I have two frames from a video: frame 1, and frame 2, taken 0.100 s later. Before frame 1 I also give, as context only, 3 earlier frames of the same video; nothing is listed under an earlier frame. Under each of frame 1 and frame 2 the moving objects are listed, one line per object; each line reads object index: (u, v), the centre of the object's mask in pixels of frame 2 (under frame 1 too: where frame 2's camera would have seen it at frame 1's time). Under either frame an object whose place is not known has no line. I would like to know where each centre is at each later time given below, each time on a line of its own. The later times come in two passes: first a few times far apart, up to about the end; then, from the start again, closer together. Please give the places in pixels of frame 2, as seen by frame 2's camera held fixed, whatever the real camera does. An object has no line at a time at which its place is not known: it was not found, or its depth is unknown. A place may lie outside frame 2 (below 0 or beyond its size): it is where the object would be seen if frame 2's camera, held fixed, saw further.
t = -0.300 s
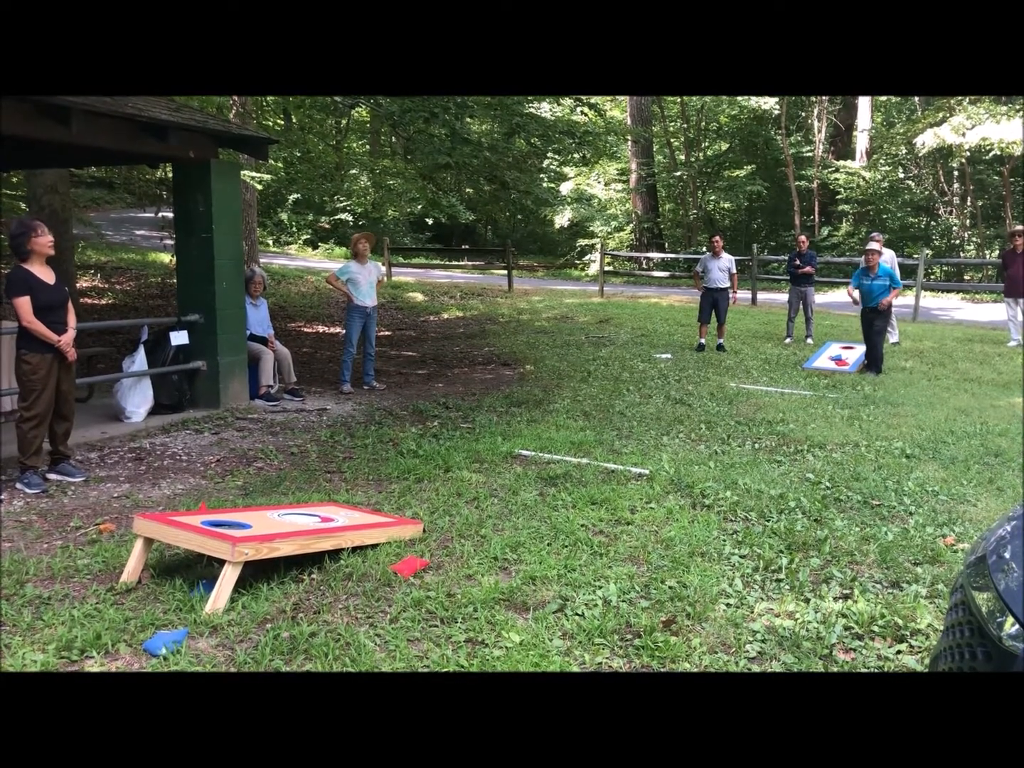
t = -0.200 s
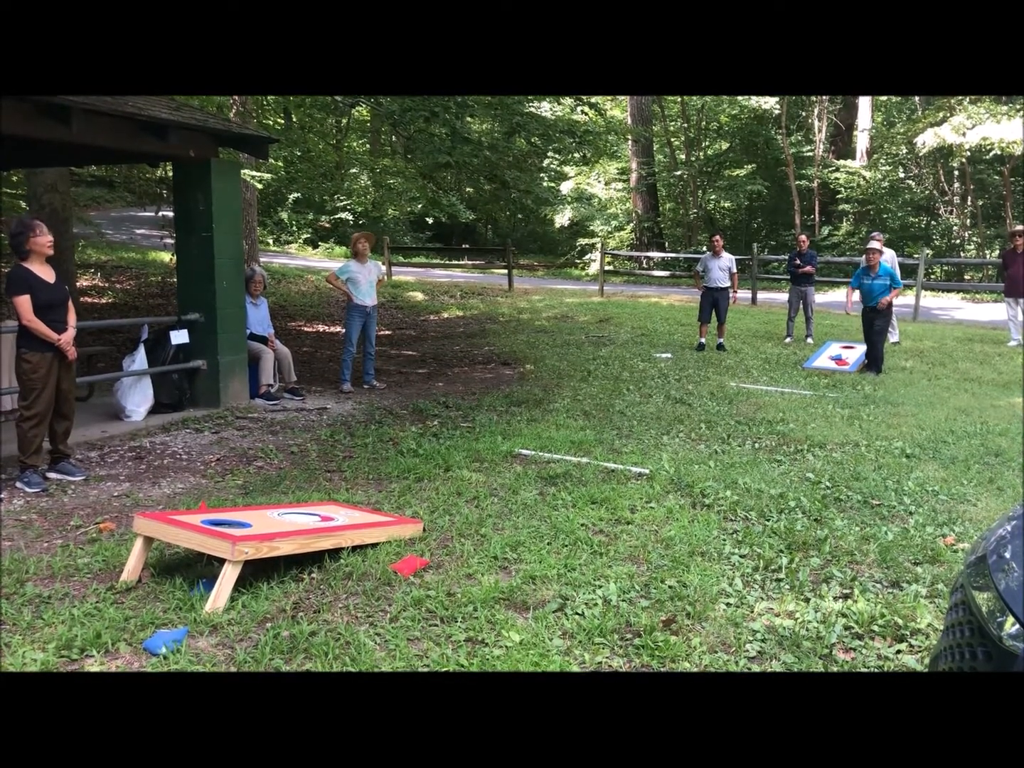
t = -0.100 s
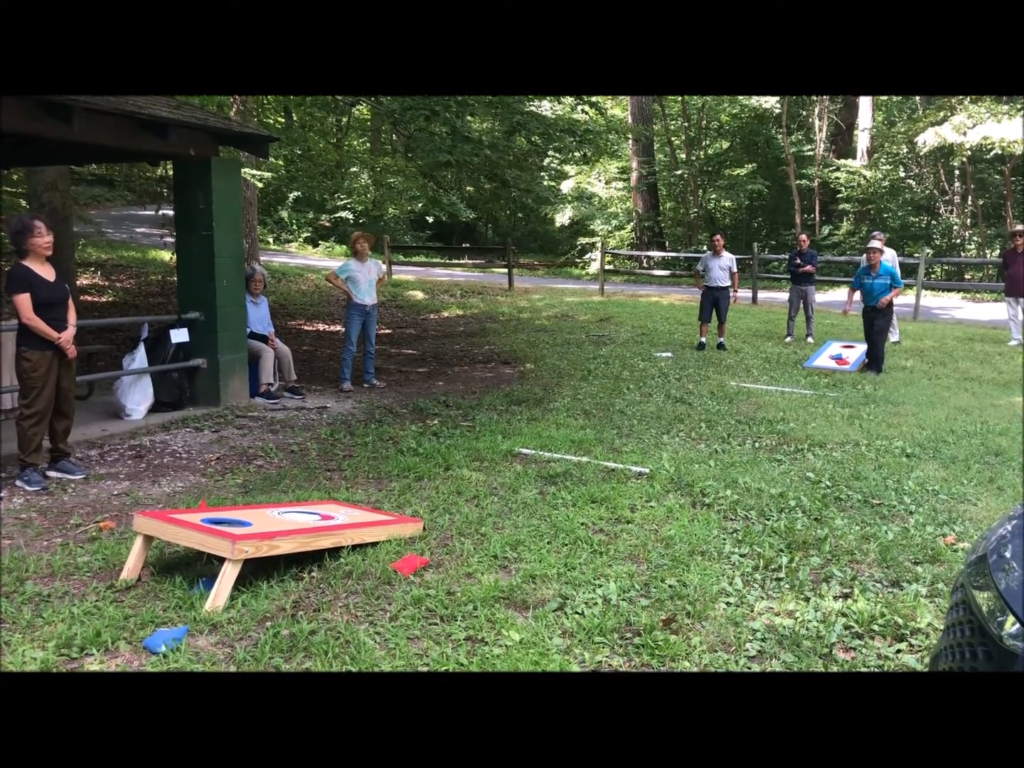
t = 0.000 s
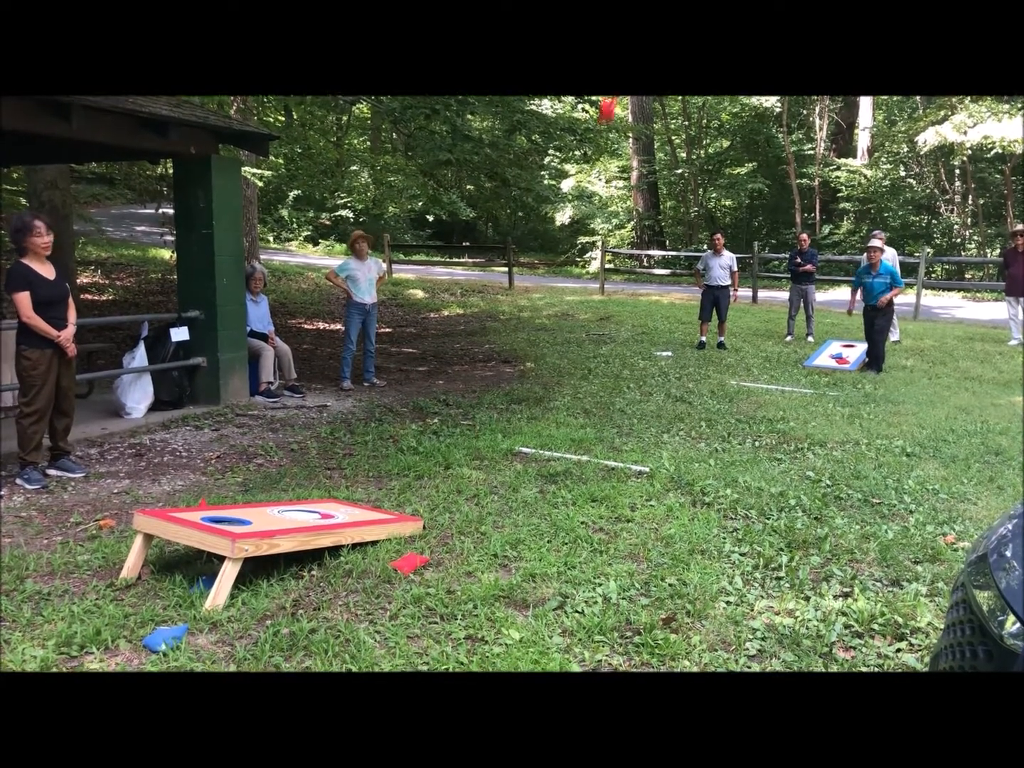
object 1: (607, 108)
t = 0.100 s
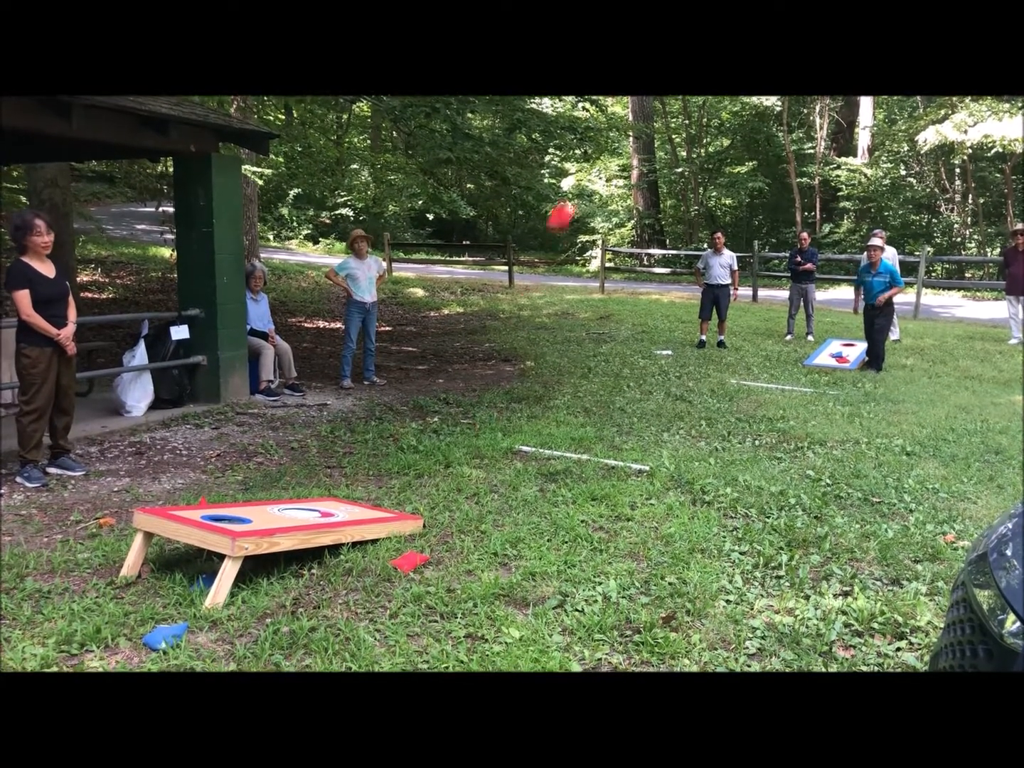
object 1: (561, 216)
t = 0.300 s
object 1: (448, 552)
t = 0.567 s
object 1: (431, 598)
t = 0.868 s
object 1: (431, 598)
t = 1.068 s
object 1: (430, 598)
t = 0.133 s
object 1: (545, 258)
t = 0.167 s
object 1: (527, 309)
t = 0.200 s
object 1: (509, 360)
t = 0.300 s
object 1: (448, 552)
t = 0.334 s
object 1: (444, 573)
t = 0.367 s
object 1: (440, 573)
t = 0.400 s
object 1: (439, 574)
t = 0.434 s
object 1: (435, 579)
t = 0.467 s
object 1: (433, 584)
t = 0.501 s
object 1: (434, 594)
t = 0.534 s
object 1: (432, 598)
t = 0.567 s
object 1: (431, 598)
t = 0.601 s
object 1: (431, 598)
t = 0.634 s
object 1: (431, 598)
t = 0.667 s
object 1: (431, 598)
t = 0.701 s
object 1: (431, 598)
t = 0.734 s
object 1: (431, 598)
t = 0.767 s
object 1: (431, 598)
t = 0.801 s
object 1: (431, 598)
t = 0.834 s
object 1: (431, 598)
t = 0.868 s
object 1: (431, 598)
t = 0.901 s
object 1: (431, 598)
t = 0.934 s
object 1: (430, 598)
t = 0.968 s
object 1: (431, 598)
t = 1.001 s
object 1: (430, 598)
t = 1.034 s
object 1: (430, 598)
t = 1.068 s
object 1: (430, 598)
